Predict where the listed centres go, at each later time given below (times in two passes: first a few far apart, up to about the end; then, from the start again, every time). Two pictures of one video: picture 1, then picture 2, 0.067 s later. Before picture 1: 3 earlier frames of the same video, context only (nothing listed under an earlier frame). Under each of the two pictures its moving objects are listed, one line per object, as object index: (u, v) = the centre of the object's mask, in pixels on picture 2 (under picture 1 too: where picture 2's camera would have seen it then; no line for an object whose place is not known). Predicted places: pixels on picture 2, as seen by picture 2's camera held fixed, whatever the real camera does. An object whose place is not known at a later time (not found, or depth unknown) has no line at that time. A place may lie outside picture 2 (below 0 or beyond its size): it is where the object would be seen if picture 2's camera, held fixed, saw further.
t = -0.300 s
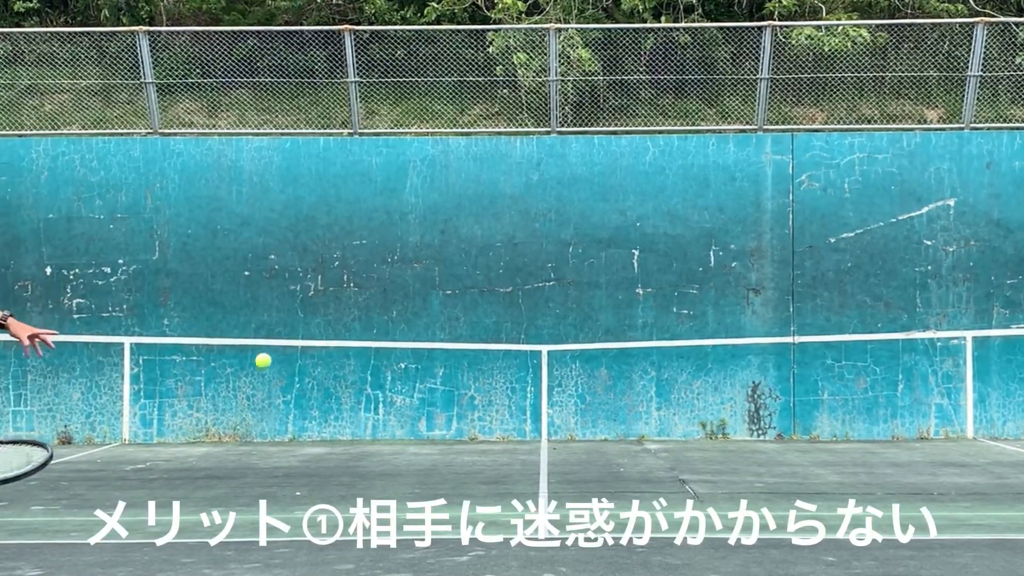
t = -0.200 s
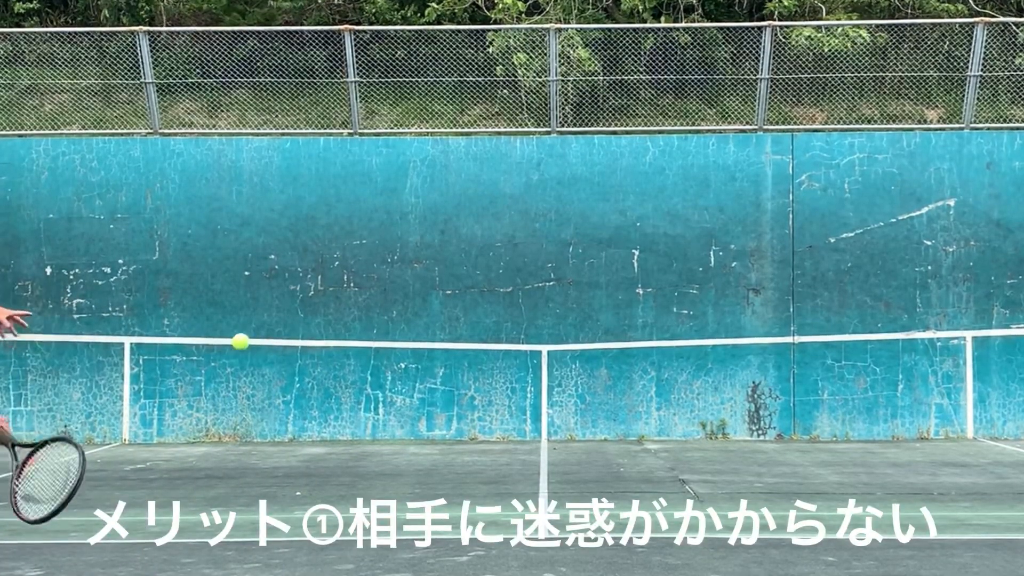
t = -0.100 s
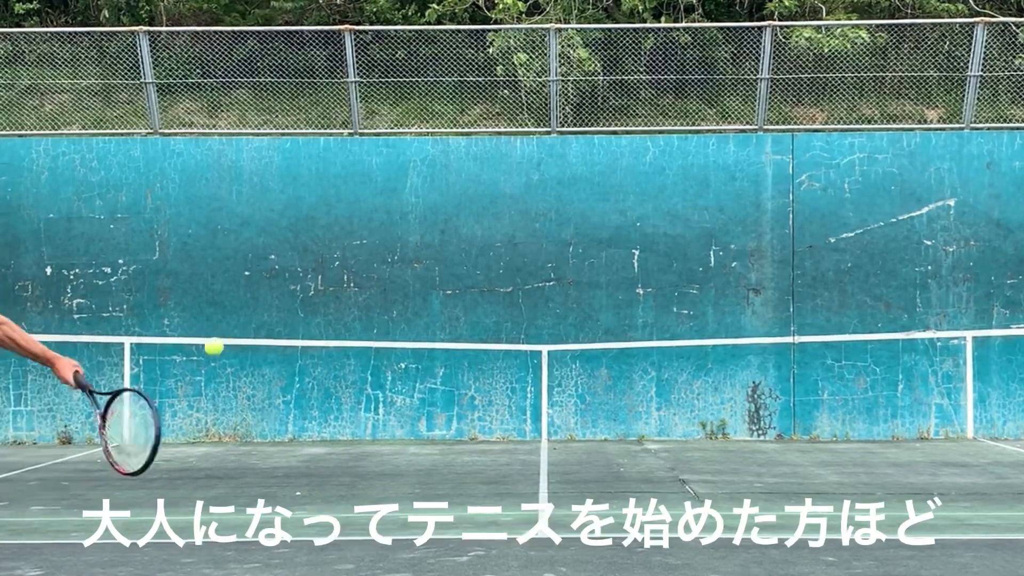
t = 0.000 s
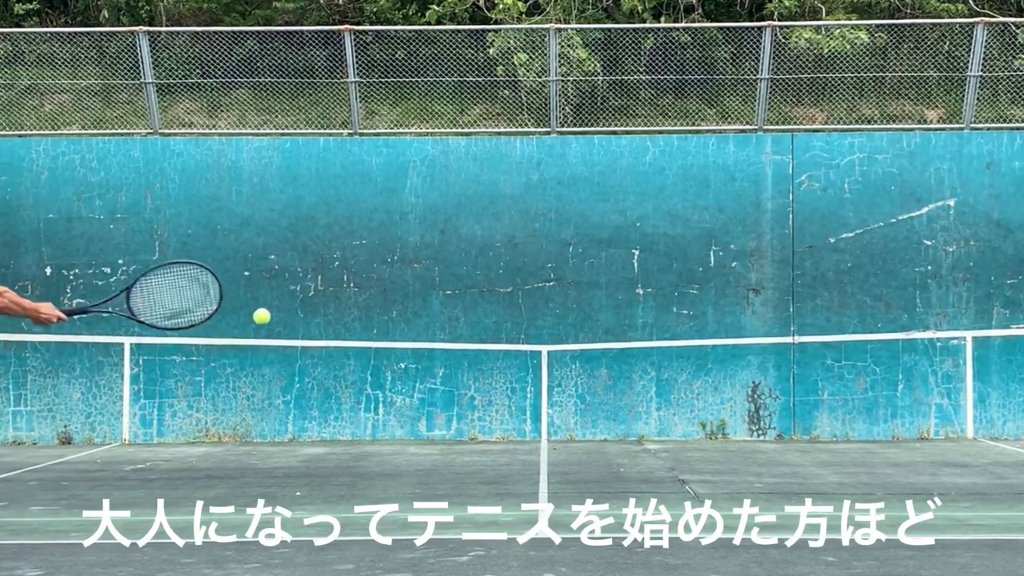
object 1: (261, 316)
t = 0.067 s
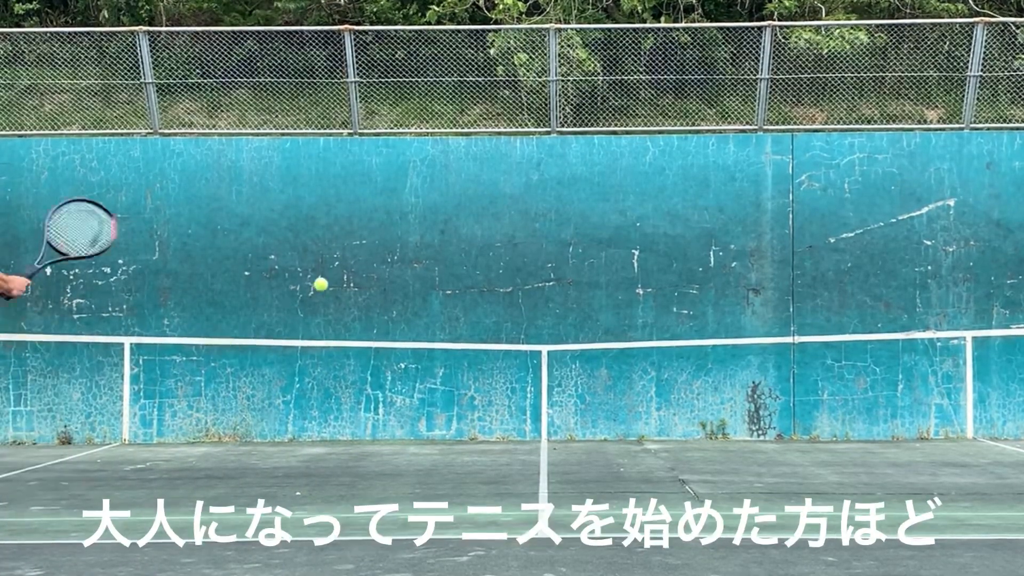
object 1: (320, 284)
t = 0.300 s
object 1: (429, 272)
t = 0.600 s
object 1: (465, 318)
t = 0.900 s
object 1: (455, 466)
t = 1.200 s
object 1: (447, 384)
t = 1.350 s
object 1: (443, 373)
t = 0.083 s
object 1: (332, 279)
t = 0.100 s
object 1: (343, 275)
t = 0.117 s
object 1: (353, 272)
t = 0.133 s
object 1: (362, 269)
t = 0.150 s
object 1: (371, 268)
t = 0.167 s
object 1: (379, 267)
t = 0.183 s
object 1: (387, 265)
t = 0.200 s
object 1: (394, 265)
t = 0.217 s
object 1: (400, 266)
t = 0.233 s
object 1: (407, 266)
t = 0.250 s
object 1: (412, 267)
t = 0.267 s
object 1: (418, 268)
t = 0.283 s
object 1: (424, 270)
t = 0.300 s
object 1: (429, 272)
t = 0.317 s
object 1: (434, 274)
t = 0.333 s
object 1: (438, 276)
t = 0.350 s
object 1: (443, 279)
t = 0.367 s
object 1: (447, 282)
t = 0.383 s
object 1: (451, 285)
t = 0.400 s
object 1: (455, 288)
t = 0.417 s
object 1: (458, 291)
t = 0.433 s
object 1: (462, 294)
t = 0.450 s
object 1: (466, 298)
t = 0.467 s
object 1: (468, 301)
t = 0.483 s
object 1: (468, 302)
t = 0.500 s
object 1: (468, 303)
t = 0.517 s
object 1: (467, 305)
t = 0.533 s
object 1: (467, 306)
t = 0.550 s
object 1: (466, 309)
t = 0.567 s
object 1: (466, 311)
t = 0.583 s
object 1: (465, 314)
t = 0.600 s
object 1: (465, 318)
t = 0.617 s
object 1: (464, 322)
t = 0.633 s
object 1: (464, 326)
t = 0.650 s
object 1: (463, 330)
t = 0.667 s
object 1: (463, 335)
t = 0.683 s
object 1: (462, 340)
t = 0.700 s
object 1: (461, 346)
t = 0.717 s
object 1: (461, 351)
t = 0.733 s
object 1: (461, 360)
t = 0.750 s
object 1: (460, 368)
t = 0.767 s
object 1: (460, 376)
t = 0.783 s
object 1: (459, 385)
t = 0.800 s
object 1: (459, 394)
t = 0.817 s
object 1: (458, 404)
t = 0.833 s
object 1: (457, 415)
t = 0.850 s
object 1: (456, 427)
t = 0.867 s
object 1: (456, 439)
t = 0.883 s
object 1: (456, 452)
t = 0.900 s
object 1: (455, 466)
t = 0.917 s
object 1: (455, 482)
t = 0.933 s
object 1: (454, 492)
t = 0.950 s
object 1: (454, 482)
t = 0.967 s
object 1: (453, 473)
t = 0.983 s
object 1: (453, 464)
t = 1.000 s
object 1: (453, 456)
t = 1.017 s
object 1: (452, 448)
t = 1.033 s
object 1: (451, 440)
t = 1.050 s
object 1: (452, 433)
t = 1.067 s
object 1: (450, 427)
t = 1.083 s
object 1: (450, 419)
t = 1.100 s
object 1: (450, 413)
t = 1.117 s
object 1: (450, 408)
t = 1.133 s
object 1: (449, 402)
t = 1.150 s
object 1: (449, 397)
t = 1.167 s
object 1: (448, 392)
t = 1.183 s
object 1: (448, 388)
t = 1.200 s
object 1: (447, 384)
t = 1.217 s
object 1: (447, 382)
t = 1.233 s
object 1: (446, 378)
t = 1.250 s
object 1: (446, 376)
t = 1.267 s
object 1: (446, 374)
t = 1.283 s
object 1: (445, 373)
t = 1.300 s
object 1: (445, 372)
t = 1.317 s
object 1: (444, 372)
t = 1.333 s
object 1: (444, 372)
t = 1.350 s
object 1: (443, 373)
